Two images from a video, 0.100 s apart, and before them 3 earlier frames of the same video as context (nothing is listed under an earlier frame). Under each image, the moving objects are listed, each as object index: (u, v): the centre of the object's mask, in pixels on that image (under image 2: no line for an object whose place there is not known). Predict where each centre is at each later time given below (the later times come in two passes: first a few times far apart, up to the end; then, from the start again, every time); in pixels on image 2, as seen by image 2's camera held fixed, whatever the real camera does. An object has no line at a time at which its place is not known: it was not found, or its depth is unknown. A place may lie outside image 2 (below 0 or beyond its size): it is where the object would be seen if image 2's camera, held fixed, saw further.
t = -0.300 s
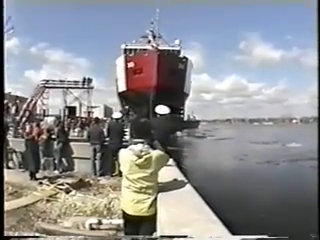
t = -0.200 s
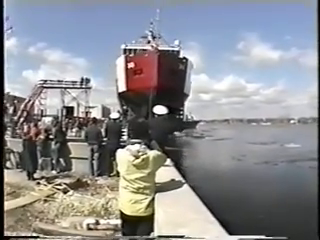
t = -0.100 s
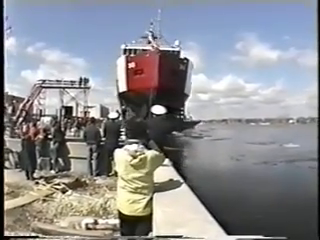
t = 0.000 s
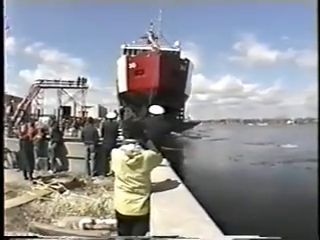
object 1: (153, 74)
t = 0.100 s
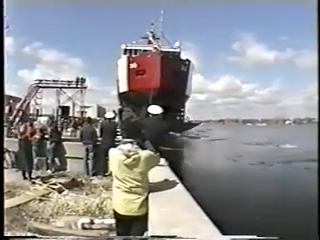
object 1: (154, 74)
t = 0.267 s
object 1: (157, 75)
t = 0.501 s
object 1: (163, 76)
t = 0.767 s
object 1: (169, 78)
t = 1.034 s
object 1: (176, 85)
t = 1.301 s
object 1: (183, 90)
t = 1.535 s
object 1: (187, 92)
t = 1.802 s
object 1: (192, 92)
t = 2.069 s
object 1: (196, 91)
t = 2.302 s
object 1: (198, 91)
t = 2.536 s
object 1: (199, 90)
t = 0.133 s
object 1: (155, 74)
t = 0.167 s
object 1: (155, 75)
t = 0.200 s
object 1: (156, 75)
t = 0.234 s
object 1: (156, 75)
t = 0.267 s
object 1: (157, 75)
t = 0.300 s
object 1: (158, 75)
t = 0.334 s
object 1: (159, 75)
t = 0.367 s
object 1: (160, 75)
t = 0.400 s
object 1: (160, 76)
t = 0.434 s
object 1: (161, 76)
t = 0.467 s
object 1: (162, 76)
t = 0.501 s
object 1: (163, 76)
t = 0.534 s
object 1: (163, 76)
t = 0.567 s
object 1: (164, 77)
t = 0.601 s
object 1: (165, 77)
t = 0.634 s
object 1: (165, 77)
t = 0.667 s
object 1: (166, 77)
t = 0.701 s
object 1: (167, 78)
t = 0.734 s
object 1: (168, 78)
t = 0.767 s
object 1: (169, 78)
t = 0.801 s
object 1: (170, 79)
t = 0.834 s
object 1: (171, 80)
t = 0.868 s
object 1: (172, 83)
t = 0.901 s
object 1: (173, 84)
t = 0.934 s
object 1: (173, 84)
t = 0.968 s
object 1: (174, 85)
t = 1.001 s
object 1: (175, 85)
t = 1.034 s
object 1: (176, 85)
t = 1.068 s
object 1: (177, 86)
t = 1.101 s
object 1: (178, 87)
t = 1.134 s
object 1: (179, 88)
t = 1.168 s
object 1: (180, 89)
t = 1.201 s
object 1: (181, 89)
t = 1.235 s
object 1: (181, 89)
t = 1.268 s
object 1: (182, 90)
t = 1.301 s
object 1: (183, 90)
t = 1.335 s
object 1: (184, 90)
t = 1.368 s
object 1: (185, 91)
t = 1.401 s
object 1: (185, 91)
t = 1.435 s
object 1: (186, 92)
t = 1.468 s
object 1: (186, 92)
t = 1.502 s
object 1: (187, 92)
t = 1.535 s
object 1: (187, 92)
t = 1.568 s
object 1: (188, 93)
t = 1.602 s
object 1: (189, 92)
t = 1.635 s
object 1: (189, 92)
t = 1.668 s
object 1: (190, 92)
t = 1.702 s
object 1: (191, 92)
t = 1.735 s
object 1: (191, 91)
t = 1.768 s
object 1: (192, 91)
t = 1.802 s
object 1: (192, 92)
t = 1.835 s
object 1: (193, 91)
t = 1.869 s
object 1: (194, 91)
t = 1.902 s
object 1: (194, 92)
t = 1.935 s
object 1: (195, 91)
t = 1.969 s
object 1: (195, 91)
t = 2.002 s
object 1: (196, 91)
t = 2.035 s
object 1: (196, 91)
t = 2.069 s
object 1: (196, 91)
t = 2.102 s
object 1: (197, 91)
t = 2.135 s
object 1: (197, 91)
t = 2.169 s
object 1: (197, 91)
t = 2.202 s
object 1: (198, 90)
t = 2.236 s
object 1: (198, 90)
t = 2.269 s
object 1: (198, 91)
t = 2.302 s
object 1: (198, 91)
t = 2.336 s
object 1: (198, 90)
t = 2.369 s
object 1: (198, 91)
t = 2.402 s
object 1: (199, 90)
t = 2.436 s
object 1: (199, 90)
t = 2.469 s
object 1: (199, 90)
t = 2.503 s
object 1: (199, 90)
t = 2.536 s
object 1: (199, 90)
